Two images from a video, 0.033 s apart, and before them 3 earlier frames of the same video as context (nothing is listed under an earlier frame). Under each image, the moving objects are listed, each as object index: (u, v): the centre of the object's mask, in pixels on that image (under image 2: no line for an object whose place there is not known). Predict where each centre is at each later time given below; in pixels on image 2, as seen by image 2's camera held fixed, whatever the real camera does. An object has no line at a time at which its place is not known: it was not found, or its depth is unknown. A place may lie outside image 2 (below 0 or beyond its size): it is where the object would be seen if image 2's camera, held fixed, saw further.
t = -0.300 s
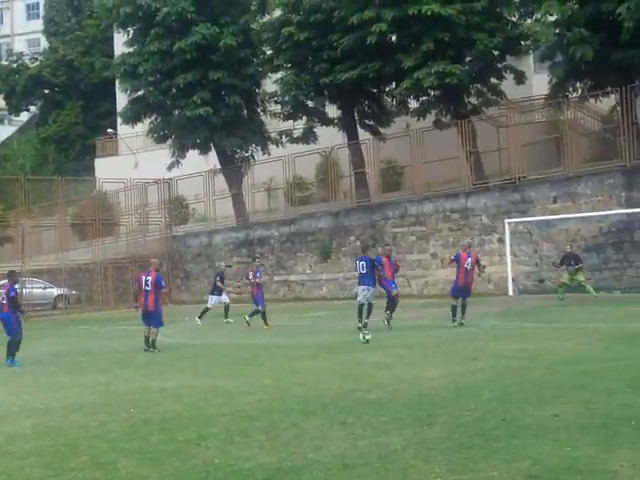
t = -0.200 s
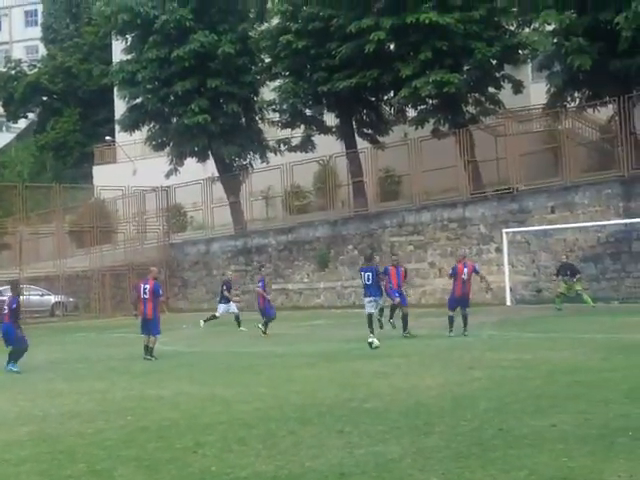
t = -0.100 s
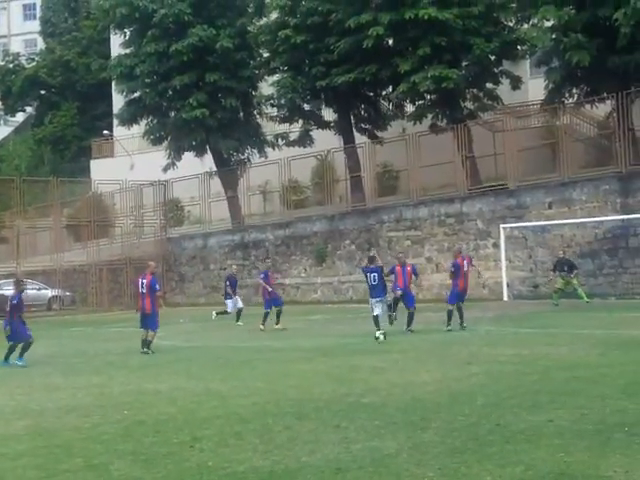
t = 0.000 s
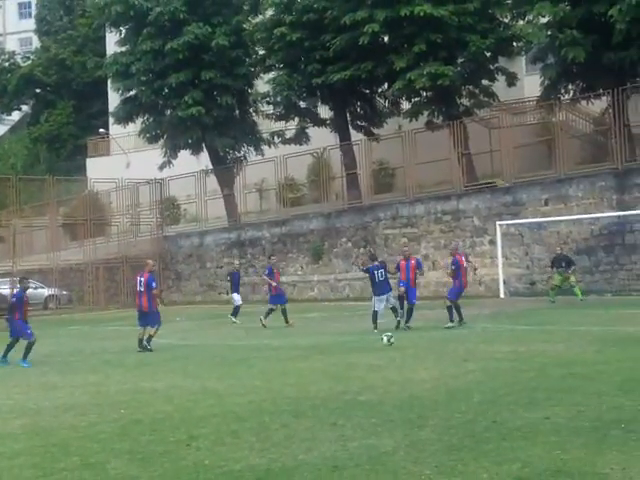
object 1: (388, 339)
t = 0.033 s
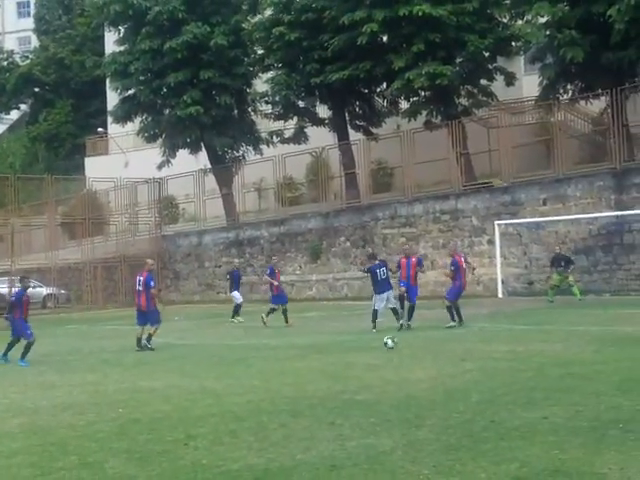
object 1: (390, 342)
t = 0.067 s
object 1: (393, 347)
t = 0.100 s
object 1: (396, 347)
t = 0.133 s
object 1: (398, 347)
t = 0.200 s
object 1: (403, 349)
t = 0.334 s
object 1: (413, 353)
